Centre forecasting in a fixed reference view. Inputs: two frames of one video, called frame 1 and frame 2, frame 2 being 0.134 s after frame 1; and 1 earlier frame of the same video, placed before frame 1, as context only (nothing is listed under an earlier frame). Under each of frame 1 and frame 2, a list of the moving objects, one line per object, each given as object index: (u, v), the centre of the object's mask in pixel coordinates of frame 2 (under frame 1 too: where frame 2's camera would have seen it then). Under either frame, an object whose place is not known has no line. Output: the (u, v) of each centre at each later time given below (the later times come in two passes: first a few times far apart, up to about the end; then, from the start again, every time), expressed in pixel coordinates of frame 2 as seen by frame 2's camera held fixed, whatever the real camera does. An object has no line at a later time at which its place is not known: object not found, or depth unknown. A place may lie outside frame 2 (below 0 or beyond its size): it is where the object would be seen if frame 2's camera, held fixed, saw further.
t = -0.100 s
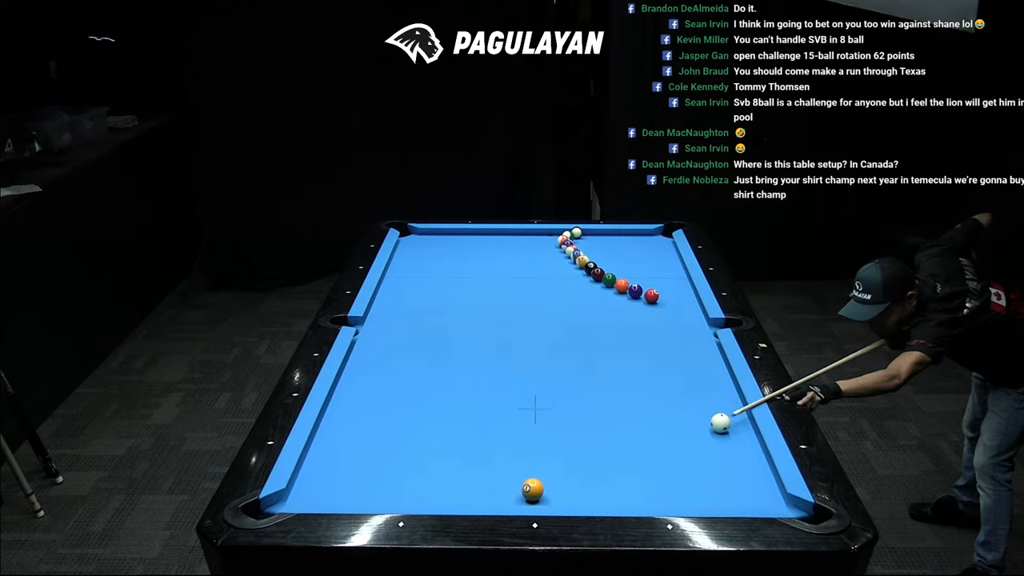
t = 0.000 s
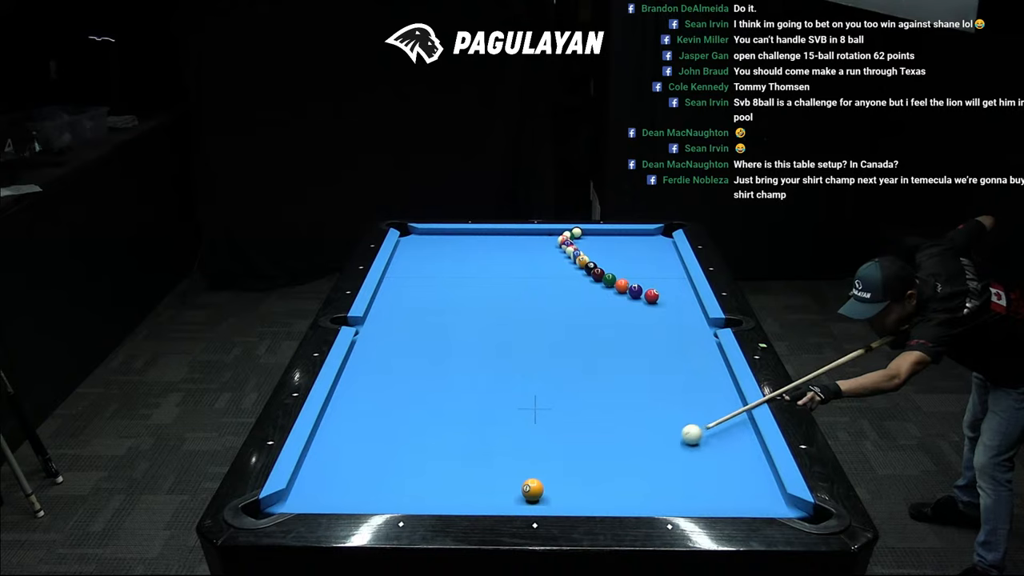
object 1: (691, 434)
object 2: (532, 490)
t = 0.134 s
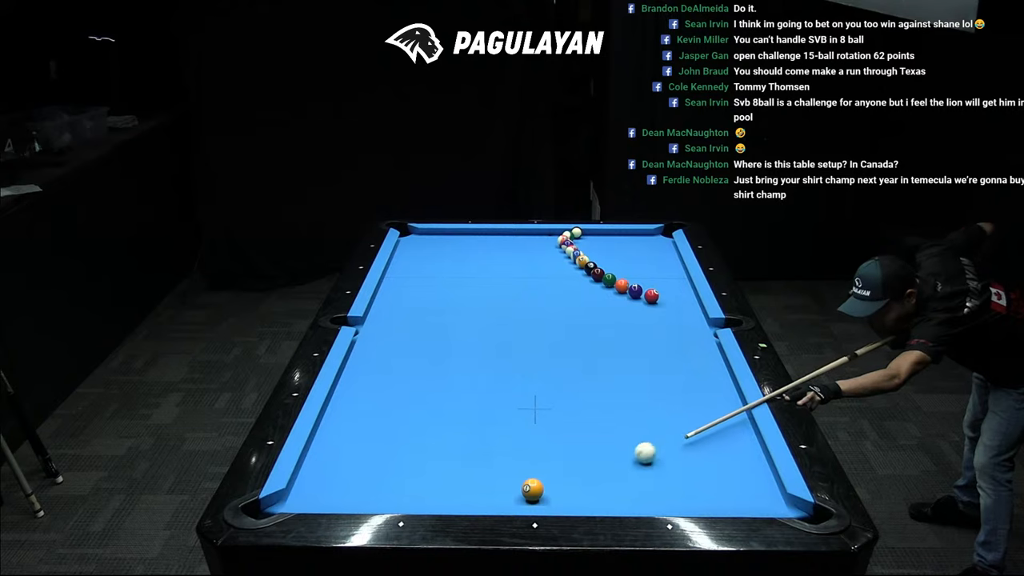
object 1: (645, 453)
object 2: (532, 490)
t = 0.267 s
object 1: (596, 473)
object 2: (532, 490)
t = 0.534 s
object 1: (553, 498)
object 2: (478, 492)
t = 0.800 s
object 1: (552, 480)
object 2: (406, 494)
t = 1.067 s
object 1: (552, 463)
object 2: (335, 497)
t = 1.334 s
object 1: (551, 448)
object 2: (269, 509)
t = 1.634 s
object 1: (551, 433)
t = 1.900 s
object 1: (551, 421)
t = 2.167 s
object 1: (550, 411)
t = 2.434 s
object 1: (549, 402)
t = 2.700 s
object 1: (548, 394)
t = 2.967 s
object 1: (548, 387)
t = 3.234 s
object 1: (548, 381)
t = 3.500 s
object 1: (549, 376)
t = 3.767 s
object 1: (550, 372)
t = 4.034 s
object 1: (550, 368)
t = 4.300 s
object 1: (551, 365)
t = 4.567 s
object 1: (552, 362)
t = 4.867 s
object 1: (552, 360)
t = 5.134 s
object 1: (553, 360)
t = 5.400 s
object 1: (553, 360)
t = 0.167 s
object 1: (633, 458)
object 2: (532, 490)
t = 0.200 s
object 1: (621, 463)
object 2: (532, 490)
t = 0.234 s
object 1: (608, 468)
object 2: (532, 490)
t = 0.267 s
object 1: (596, 473)
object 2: (532, 490)
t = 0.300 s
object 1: (583, 478)
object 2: (532, 490)
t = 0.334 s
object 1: (570, 483)
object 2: (532, 489)
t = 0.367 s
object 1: (556, 488)
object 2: (532, 490)
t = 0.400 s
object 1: (555, 493)
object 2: (521, 490)
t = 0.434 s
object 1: (555, 496)
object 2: (508, 491)
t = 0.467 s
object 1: (554, 499)
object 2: (497, 491)
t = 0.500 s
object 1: (553, 499)
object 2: (487, 492)
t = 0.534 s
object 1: (553, 498)
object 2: (478, 492)
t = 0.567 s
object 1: (553, 496)
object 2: (469, 492)
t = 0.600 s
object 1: (553, 494)
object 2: (460, 493)
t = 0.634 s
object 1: (553, 492)
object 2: (451, 493)
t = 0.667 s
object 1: (553, 489)
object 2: (442, 493)
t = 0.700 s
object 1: (553, 487)
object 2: (433, 494)
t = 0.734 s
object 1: (553, 485)
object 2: (424, 494)
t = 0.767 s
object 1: (553, 482)
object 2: (415, 494)
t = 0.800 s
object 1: (552, 480)
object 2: (406, 494)
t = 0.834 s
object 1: (552, 477)
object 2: (397, 495)
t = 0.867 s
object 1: (552, 476)
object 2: (388, 495)
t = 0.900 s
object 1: (552, 474)
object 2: (379, 495)
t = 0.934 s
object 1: (552, 471)
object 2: (370, 496)
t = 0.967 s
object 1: (552, 469)
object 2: (361, 496)
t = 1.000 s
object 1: (552, 467)
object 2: (353, 496)
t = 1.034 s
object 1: (552, 465)
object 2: (344, 496)
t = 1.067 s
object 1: (552, 463)
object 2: (335, 497)
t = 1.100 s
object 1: (552, 461)
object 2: (326, 497)
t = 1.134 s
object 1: (552, 459)
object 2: (317, 497)
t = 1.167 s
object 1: (552, 457)
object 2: (308, 498)
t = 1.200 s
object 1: (551, 456)
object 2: (299, 499)
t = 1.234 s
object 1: (551, 454)
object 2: (291, 500)
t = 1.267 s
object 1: (551, 452)
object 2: (283, 501)
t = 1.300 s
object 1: (551, 450)
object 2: (274, 503)
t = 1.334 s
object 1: (551, 448)
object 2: (269, 509)
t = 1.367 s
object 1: (551, 446)
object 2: (265, 515)
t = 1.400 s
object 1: (551, 445)
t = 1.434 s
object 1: (551, 443)
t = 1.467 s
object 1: (551, 441)
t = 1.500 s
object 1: (551, 439)
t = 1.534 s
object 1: (551, 438)
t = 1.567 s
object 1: (551, 436)
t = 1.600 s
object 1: (551, 435)
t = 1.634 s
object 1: (551, 433)
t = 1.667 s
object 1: (551, 431)
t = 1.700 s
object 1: (551, 430)
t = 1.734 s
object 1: (551, 428)
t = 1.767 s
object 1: (551, 427)
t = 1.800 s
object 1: (551, 426)
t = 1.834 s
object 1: (551, 424)
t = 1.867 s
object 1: (551, 423)
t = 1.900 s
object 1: (551, 421)
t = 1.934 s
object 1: (551, 420)
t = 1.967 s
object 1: (550, 419)
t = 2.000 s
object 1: (550, 417)
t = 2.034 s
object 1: (550, 416)
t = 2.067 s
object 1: (550, 415)
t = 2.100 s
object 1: (550, 413)
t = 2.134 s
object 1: (550, 412)
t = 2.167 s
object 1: (550, 411)
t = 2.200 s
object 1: (549, 410)
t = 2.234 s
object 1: (549, 409)
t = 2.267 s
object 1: (549, 408)
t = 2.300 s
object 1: (549, 406)
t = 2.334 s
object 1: (549, 405)
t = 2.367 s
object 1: (549, 404)
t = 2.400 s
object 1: (549, 403)
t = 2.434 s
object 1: (549, 402)
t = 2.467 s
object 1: (549, 401)
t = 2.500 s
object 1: (549, 400)
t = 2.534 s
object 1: (549, 399)
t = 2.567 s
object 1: (548, 398)
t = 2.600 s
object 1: (548, 397)
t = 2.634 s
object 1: (548, 396)
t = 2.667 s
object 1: (548, 395)
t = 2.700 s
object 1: (548, 394)
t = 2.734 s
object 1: (548, 393)
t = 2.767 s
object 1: (548, 392)
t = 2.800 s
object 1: (548, 391)
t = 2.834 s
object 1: (548, 390)
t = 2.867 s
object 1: (548, 390)
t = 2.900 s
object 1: (548, 389)
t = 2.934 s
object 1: (548, 388)
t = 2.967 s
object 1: (548, 387)
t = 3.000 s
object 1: (548, 386)
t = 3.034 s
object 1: (548, 386)
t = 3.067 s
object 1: (548, 385)
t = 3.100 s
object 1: (548, 384)
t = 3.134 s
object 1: (548, 383)
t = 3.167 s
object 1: (548, 383)
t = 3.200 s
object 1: (548, 382)
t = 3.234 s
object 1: (548, 381)
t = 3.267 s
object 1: (549, 381)
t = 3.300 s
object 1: (548, 380)
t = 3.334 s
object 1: (549, 379)
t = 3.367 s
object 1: (549, 379)
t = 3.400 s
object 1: (549, 378)
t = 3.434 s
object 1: (549, 378)
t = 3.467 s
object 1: (549, 377)
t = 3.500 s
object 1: (549, 376)
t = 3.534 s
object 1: (549, 376)
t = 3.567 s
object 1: (549, 375)
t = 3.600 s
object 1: (549, 374)
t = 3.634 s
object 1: (549, 374)
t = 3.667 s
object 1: (549, 373)
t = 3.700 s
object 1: (549, 373)
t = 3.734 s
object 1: (549, 372)
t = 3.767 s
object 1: (550, 372)
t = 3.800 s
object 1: (550, 371)
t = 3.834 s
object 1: (550, 371)
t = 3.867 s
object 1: (550, 370)
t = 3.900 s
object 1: (550, 370)
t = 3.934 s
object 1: (550, 369)
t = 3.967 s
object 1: (550, 369)
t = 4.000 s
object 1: (550, 368)
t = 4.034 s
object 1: (550, 368)
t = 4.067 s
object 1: (550, 367)
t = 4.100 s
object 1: (550, 367)
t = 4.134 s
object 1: (550, 367)
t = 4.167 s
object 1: (551, 366)
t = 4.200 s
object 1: (551, 366)
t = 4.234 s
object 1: (551, 366)
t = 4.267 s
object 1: (551, 365)
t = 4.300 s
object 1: (551, 365)
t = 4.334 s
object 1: (551, 364)
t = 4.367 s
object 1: (552, 364)
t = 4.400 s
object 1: (552, 364)
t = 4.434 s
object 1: (552, 364)
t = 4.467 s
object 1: (552, 363)
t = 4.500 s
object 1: (552, 363)
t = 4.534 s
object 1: (552, 363)
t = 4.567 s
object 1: (552, 362)
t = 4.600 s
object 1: (552, 362)
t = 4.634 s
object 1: (552, 362)
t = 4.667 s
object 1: (552, 362)
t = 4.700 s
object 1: (552, 361)
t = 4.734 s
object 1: (552, 361)
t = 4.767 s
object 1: (552, 361)
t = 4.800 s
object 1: (552, 361)
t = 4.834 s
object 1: (552, 361)
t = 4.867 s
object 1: (552, 360)
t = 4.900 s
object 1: (552, 360)
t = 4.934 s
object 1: (552, 360)
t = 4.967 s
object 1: (552, 360)
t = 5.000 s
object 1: (552, 360)
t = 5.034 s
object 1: (552, 360)
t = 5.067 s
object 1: (553, 360)
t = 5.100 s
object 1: (553, 360)
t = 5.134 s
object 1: (553, 360)
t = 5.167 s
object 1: (553, 360)
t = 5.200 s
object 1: (553, 360)
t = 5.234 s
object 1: (553, 359)
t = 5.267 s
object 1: (553, 360)
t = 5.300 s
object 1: (553, 360)
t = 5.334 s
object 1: (553, 359)
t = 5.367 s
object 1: (553, 359)
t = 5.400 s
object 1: (553, 360)
